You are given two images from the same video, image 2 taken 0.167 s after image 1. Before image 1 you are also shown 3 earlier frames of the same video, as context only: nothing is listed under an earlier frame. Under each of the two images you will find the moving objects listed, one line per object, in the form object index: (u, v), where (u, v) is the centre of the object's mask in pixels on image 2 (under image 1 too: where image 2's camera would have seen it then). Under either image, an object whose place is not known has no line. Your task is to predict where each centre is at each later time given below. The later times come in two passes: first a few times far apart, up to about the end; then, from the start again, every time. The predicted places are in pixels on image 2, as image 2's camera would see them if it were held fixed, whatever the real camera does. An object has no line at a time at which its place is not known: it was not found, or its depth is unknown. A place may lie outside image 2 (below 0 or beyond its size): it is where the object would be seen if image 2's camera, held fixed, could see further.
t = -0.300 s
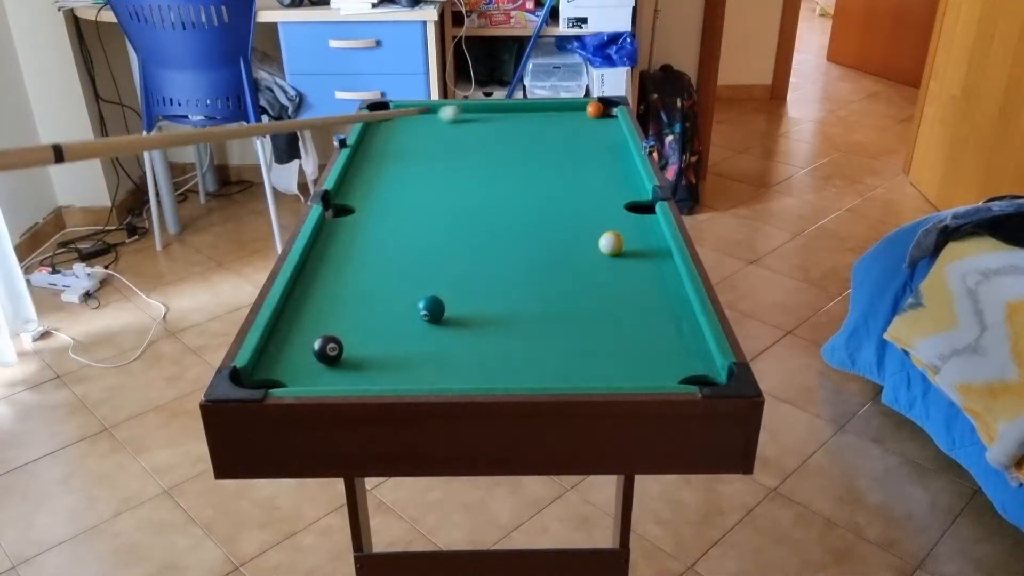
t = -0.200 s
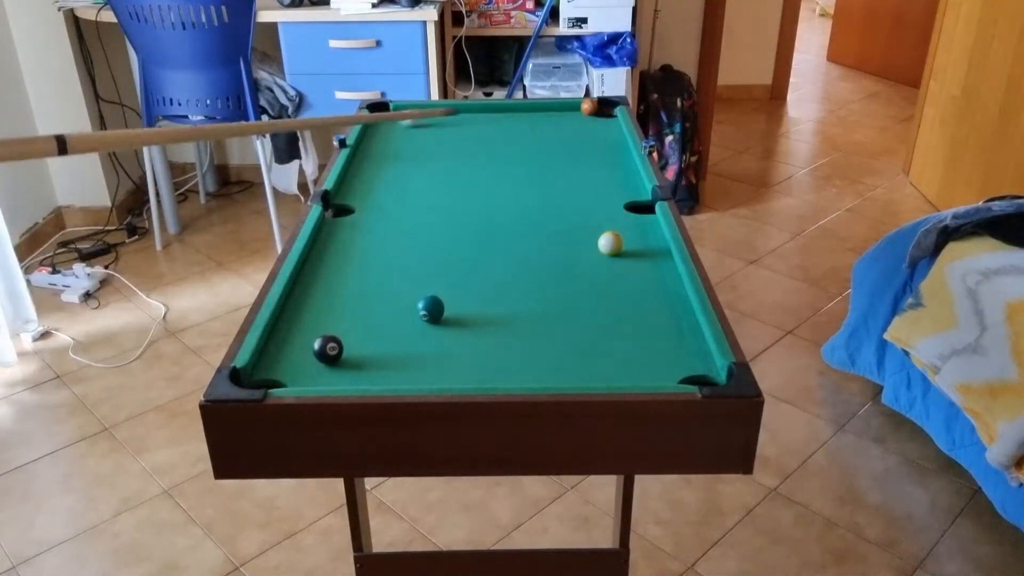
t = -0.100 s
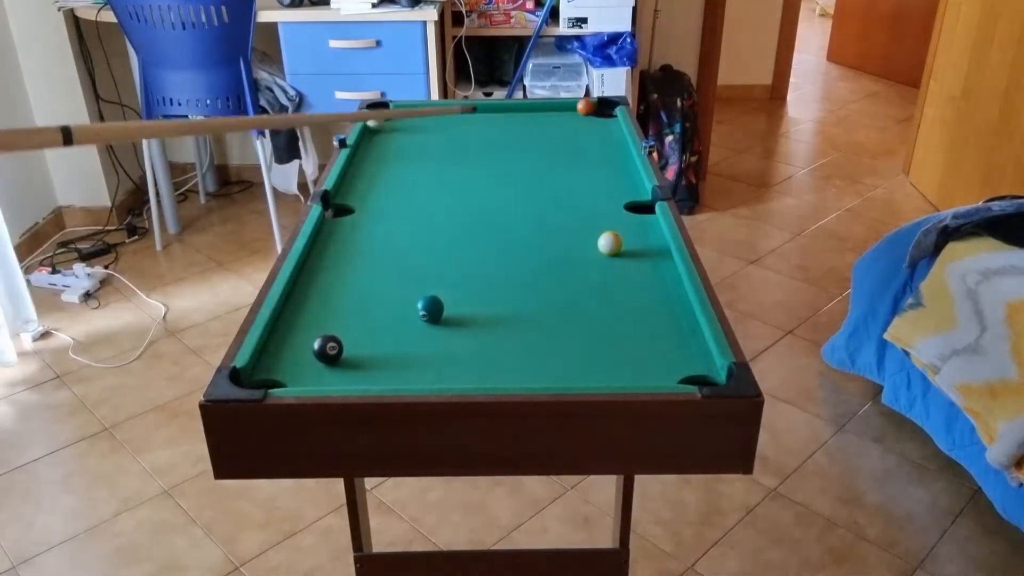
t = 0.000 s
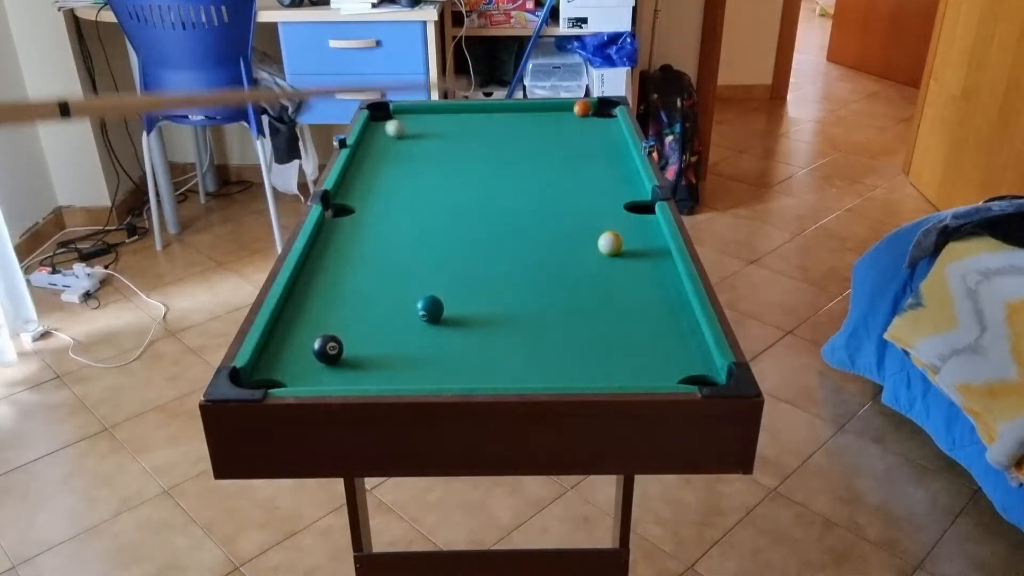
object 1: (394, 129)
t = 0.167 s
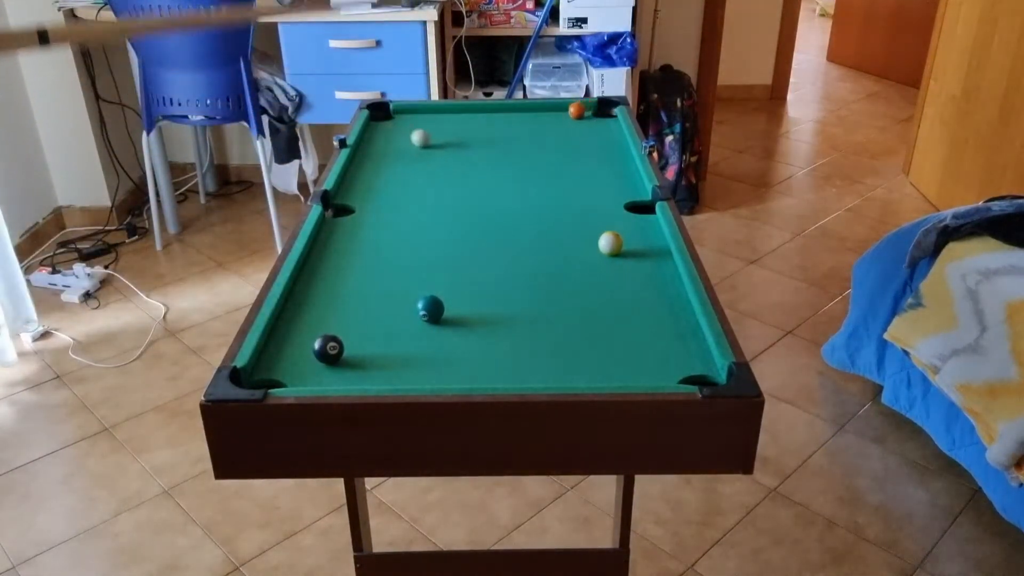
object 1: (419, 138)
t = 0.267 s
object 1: (435, 144)
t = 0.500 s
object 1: (468, 157)
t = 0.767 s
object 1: (505, 173)
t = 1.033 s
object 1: (541, 188)
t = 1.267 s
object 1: (572, 202)
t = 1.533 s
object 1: (607, 218)
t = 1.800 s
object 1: (641, 234)
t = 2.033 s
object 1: (653, 247)
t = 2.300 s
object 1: (645, 259)
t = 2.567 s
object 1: (638, 270)
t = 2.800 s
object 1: (634, 278)
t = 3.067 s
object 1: (630, 285)
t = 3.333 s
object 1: (626, 291)
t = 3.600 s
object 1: (627, 294)
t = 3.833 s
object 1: (627, 295)
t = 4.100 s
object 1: (628, 295)
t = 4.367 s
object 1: (627, 295)
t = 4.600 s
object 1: (627, 295)
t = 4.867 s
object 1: (627, 295)
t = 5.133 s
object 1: (628, 295)
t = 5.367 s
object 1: (628, 295)
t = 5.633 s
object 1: (628, 295)
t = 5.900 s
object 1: (628, 295)
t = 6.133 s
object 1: (628, 295)
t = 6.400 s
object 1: (628, 295)
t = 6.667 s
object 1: (628, 295)
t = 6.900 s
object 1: (628, 295)
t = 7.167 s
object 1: (628, 295)
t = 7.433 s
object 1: (628, 295)
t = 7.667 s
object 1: (628, 295)
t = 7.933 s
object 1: (628, 295)
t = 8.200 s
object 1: (628, 295)
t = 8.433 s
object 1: (628, 295)
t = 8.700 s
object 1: (628, 295)
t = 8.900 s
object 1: (628, 295)
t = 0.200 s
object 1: (425, 140)
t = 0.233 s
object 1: (430, 142)
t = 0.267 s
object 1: (435, 144)
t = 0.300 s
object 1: (440, 146)
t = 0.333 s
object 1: (445, 148)
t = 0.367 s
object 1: (449, 149)
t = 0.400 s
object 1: (454, 152)
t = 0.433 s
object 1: (459, 153)
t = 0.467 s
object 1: (464, 155)
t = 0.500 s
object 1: (468, 157)
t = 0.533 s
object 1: (473, 159)
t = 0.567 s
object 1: (478, 161)
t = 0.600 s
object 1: (482, 163)
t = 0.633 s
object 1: (486, 165)
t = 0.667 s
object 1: (491, 167)
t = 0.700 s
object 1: (496, 169)
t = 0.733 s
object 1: (500, 171)
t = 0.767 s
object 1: (505, 173)
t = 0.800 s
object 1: (509, 175)
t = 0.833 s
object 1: (514, 177)
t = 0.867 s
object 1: (518, 179)
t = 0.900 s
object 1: (523, 181)
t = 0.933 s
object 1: (527, 183)
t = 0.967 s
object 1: (532, 185)
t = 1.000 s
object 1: (536, 187)
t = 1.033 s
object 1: (541, 188)
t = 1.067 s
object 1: (545, 191)
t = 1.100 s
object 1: (550, 193)
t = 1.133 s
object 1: (554, 194)
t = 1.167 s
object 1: (559, 196)
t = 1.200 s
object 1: (563, 198)
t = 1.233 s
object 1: (568, 200)
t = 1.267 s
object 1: (572, 202)
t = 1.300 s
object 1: (576, 204)
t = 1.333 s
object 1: (581, 206)
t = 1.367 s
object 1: (585, 208)
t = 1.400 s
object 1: (589, 210)
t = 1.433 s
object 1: (594, 212)
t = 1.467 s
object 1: (598, 214)
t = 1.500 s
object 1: (603, 216)
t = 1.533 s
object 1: (607, 218)
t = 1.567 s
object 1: (611, 220)
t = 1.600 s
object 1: (616, 222)
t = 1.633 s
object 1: (620, 224)
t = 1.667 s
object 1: (624, 226)
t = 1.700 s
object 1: (628, 228)
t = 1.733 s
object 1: (632, 230)
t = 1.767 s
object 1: (637, 232)
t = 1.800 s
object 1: (641, 234)
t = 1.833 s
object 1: (645, 236)
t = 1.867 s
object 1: (650, 238)
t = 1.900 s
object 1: (654, 240)
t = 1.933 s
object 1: (658, 242)
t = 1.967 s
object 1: (656, 243)
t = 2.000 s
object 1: (656, 246)
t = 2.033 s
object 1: (653, 247)
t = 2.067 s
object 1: (652, 249)
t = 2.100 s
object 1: (651, 250)
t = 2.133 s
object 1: (650, 251)
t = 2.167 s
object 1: (649, 253)
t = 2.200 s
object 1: (648, 254)
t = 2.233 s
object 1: (647, 256)
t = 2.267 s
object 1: (646, 257)
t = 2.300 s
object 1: (645, 259)
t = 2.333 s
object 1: (644, 260)
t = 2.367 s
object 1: (643, 262)
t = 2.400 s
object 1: (642, 263)
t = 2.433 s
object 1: (641, 264)
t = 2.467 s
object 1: (641, 266)
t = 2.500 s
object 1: (640, 267)
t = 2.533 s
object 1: (639, 268)
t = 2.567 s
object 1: (638, 270)
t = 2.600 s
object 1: (638, 271)
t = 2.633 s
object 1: (637, 272)
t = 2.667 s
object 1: (636, 273)
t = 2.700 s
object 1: (635, 274)
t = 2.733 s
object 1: (635, 275)
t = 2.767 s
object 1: (634, 276)
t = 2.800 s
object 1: (634, 278)
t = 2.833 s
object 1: (633, 279)
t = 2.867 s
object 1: (633, 279)
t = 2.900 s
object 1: (632, 280)
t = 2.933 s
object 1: (632, 281)
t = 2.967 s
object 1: (631, 283)
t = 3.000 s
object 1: (630, 284)
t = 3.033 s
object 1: (630, 284)
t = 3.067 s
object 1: (630, 285)
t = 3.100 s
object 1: (629, 286)
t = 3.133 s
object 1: (628, 287)
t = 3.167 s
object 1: (628, 288)
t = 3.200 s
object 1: (628, 289)
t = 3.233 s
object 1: (627, 289)
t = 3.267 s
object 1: (627, 290)
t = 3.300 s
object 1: (627, 291)
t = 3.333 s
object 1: (626, 291)
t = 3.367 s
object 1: (626, 292)
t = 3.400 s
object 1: (626, 292)
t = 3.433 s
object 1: (627, 293)
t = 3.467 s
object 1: (626, 293)
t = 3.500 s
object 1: (626, 293)
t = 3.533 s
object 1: (627, 294)
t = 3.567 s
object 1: (627, 294)
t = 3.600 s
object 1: (627, 294)
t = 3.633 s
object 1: (627, 295)
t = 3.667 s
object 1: (627, 295)
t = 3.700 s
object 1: (627, 295)
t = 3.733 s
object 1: (627, 295)
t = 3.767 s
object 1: (627, 295)
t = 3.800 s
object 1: (627, 295)
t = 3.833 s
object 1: (627, 295)
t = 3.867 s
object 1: (628, 295)
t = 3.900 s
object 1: (628, 295)
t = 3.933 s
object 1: (627, 295)
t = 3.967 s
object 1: (627, 295)
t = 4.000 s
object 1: (627, 295)
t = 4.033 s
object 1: (627, 295)
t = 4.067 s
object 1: (628, 295)
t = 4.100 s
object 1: (628, 295)
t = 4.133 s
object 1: (628, 295)
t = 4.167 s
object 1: (628, 295)
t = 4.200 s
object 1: (627, 295)
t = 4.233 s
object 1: (627, 295)
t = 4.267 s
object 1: (627, 295)
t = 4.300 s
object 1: (627, 295)
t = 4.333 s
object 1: (627, 295)
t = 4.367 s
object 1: (627, 295)
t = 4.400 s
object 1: (627, 295)
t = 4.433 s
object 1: (627, 295)
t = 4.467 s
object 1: (628, 295)
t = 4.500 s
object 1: (628, 295)
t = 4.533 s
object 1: (628, 295)
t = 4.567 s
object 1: (627, 295)
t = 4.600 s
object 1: (627, 295)
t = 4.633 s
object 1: (627, 295)
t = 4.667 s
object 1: (628, 295)
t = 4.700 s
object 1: (627, 295)
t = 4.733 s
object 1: (627, 295)
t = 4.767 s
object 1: (627, 295)
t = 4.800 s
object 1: (627, 295)
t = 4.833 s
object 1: (628, 295)
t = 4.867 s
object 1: (627, 295)
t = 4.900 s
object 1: (627, 295)
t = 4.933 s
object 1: (628, 295)
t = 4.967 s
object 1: (628, 295)
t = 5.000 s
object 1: (628, 295)
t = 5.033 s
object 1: (628, 295)
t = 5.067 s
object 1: (628, 295)
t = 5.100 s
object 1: (628, 295)
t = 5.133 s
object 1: (628, 295)
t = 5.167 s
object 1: (628, 295)
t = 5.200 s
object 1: (628, 295)
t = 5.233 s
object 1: (628, 295)
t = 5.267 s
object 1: (628, 295)
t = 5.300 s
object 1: (628, 295)
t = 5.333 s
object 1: (628, 295)
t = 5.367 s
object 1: (628, 295)
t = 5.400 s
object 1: (628, 295)
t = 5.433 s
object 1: (628, 295)
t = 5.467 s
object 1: (628, 295)
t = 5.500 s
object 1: (628, 295)
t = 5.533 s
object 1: (628, 295)
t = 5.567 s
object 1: (628, 295)
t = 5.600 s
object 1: (628, 295)
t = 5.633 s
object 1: (628, 295)
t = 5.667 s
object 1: (628, 295)
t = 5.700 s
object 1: (628, 295)
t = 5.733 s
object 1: (628, 295)
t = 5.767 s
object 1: (628, 295)
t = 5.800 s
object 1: (628, 295)
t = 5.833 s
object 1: (628, 295)
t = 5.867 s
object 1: (628, 295)
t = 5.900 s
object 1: (628, 295)
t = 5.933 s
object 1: (628, 295)
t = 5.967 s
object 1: (628, 295)
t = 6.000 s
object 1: (628, 295)
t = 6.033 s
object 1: (628, 295)
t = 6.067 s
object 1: (628, 295)
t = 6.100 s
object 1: (628, 295)
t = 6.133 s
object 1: (628, 295)
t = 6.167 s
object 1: (628, 295)
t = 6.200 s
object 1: (628, 295)
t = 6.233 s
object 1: (628, 295)
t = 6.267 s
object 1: (628, 295)
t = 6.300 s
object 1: (628, 295)
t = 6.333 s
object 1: (628, 295)
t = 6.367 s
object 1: (628, 295)
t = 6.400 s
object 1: (628, 295)
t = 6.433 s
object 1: (628, 295)
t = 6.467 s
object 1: (628, 295)
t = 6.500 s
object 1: (628, 295)
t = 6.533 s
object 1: (628, 295)
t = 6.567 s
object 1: (628, 295)
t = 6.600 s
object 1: (628, 295)
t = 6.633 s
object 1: (628, 295)
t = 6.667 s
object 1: (628, 295)
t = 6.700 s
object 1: (628, 295)
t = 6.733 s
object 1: (628, 295)
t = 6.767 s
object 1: (628, 295)
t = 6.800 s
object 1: (628, 295)
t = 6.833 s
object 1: (628, 295)
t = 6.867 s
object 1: (628, 295)
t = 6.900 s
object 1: (628, 295)
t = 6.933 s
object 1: (628, 295)
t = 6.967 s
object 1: (628, 295)
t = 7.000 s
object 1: (628, 295)
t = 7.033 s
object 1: (628, 295)
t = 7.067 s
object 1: (628, 295)
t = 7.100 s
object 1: (628, 295)
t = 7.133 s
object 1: (628, 295)
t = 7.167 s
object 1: (628, 295)
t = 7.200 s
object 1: (628, 295)
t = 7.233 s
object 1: (628, 295)
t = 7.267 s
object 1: (628, 295)
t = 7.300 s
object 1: (628, 295)
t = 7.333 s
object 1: (628, 295)
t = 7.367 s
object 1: (628, 295)
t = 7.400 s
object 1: (628, 295)
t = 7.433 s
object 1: (628, 295)
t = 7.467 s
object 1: (628, 295)
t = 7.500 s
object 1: (628, 295)
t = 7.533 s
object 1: (628, 295)
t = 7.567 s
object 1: (628, 295)
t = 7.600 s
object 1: (628, 295)
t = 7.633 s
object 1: (628, 295)
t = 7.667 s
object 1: (628, 295)
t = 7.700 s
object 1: (628, 295)
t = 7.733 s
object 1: (628, 295)
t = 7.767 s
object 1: (628, 295)
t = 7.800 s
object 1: (628, 295)
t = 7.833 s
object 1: (628, 295)
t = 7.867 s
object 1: (628, 295)
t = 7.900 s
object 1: (628, 295)
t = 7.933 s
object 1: (628, 295)
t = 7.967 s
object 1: (628, 295)
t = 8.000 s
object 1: (628, 295)
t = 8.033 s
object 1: (628, 295)
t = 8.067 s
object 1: (628, 295)
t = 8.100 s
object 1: (628, 295)
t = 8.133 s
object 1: (628, 295)
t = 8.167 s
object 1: (628, 295)
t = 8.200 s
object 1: (628, 295)
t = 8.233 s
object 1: (628, 295)
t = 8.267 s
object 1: (628, 295)
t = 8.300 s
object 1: (628, 295)
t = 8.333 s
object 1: (628, 295)
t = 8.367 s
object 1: (628, 295)
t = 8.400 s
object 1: (628, 295)
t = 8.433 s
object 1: (628, 295)
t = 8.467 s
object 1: (628, 295)
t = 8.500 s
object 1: (628, 295)
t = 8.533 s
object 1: (628, 295)
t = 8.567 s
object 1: (628, 295)
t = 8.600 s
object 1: (628, 295)
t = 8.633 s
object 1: (628, 295)
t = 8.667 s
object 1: (628, 295)
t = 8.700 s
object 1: (628, 295)
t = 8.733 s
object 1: (628, 295)
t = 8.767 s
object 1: (628, 295)
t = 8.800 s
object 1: (628, 295)
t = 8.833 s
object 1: (628, 295)
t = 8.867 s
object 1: (628, 295)
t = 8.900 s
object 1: (628, 295)
